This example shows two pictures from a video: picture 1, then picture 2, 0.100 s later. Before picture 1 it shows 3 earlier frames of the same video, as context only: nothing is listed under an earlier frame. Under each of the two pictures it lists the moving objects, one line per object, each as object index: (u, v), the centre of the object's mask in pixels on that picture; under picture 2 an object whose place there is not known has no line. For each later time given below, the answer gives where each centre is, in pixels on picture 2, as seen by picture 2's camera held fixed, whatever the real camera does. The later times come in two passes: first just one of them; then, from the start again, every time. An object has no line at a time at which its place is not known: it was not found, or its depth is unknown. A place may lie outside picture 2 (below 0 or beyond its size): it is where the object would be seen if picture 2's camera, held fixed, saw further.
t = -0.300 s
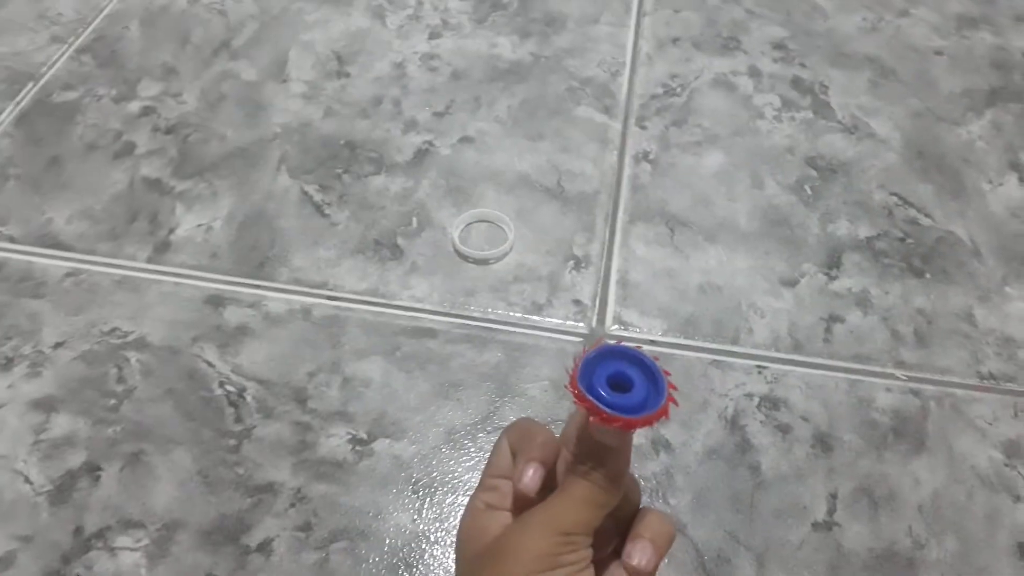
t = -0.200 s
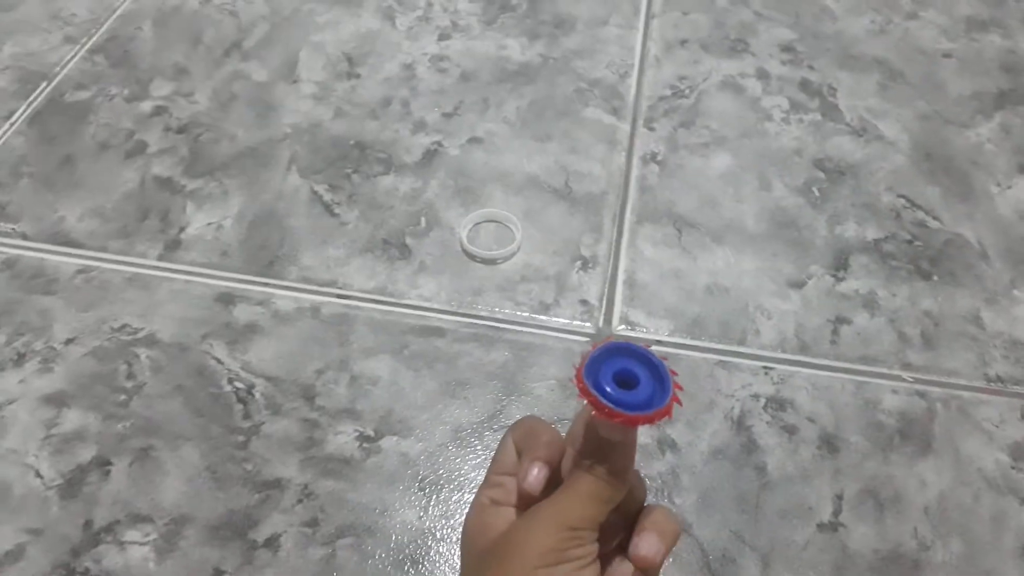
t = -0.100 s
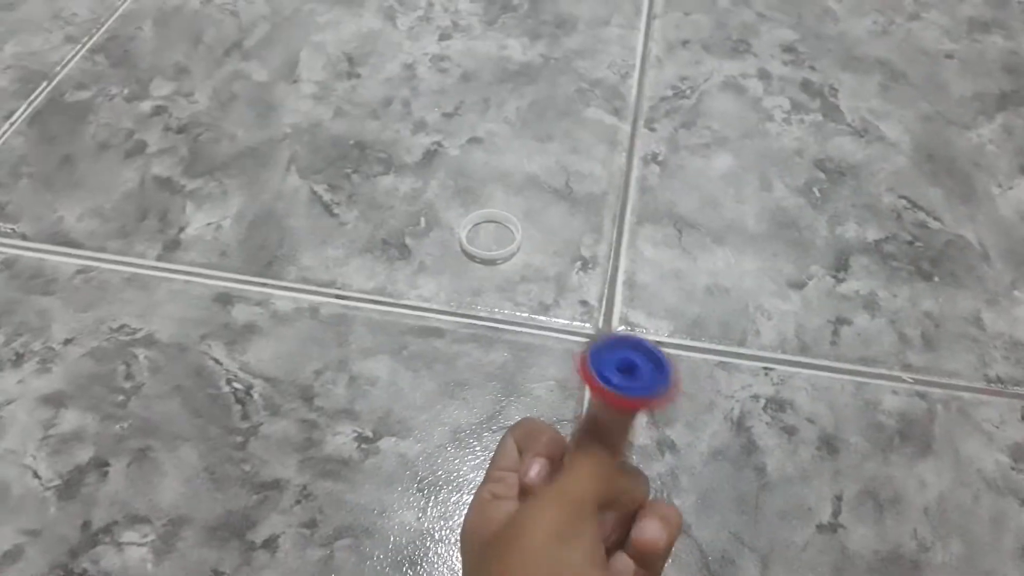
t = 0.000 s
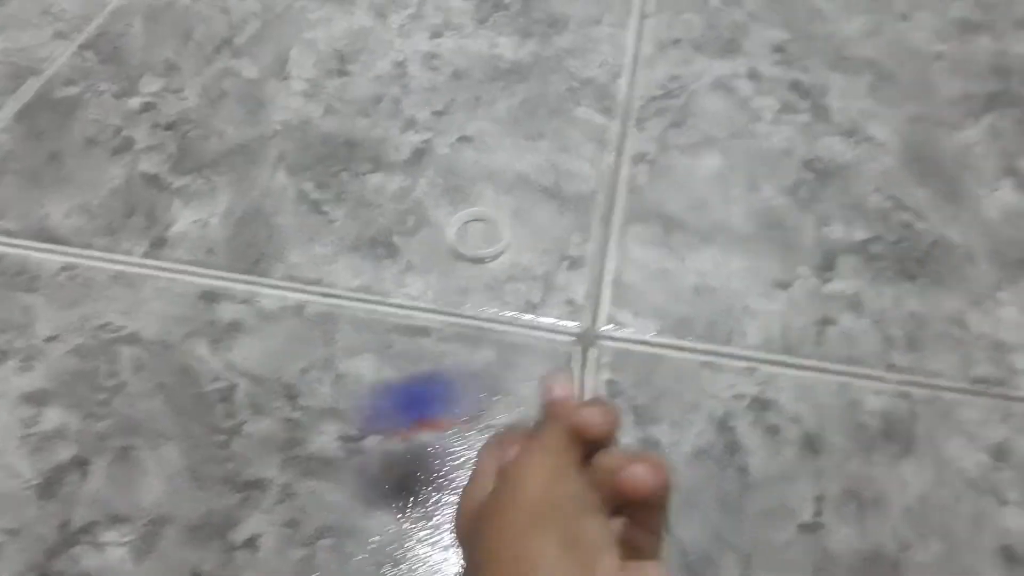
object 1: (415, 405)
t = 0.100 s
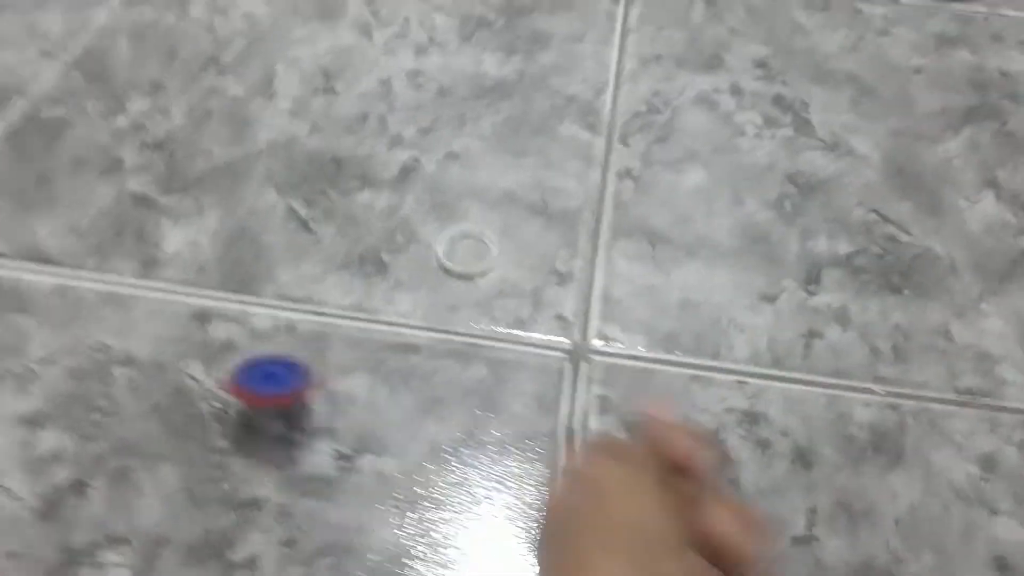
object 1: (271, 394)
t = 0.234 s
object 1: (135, 365)
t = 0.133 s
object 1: (238, 386)
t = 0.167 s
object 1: (199, 379)
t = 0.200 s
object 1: (164, 369)
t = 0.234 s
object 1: (135, 365)
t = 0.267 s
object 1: (112, 357)
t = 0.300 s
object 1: (94, 343)
